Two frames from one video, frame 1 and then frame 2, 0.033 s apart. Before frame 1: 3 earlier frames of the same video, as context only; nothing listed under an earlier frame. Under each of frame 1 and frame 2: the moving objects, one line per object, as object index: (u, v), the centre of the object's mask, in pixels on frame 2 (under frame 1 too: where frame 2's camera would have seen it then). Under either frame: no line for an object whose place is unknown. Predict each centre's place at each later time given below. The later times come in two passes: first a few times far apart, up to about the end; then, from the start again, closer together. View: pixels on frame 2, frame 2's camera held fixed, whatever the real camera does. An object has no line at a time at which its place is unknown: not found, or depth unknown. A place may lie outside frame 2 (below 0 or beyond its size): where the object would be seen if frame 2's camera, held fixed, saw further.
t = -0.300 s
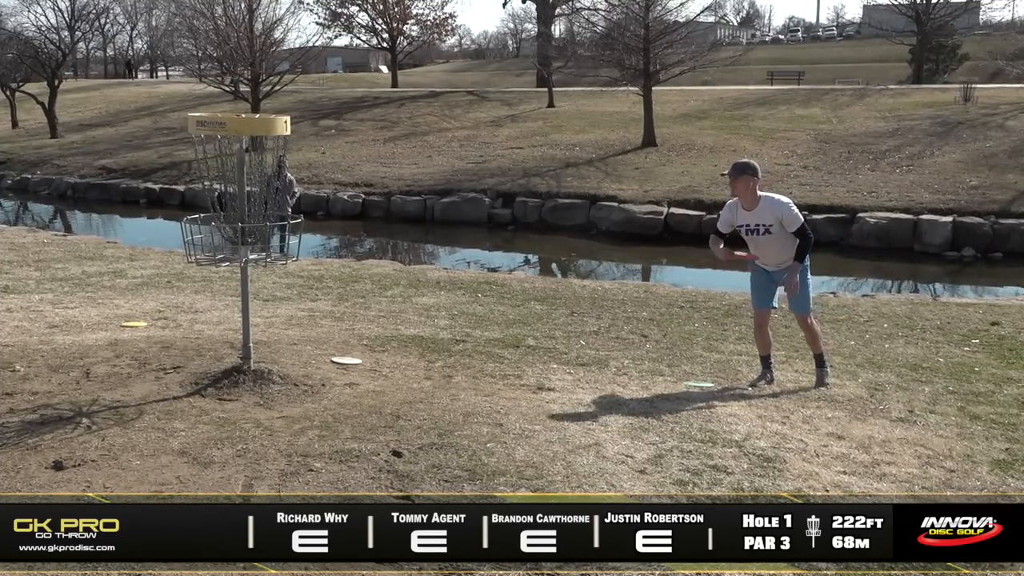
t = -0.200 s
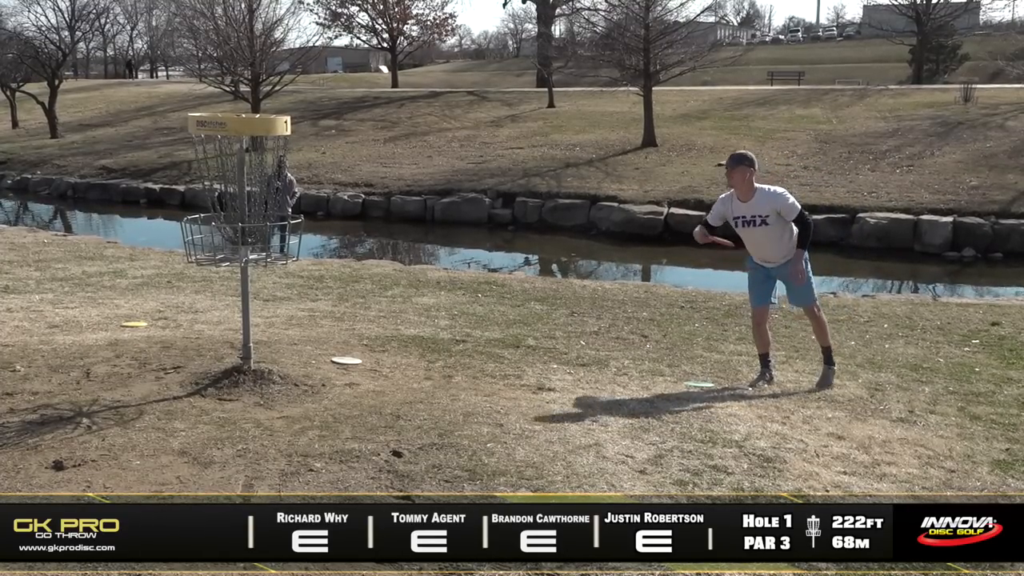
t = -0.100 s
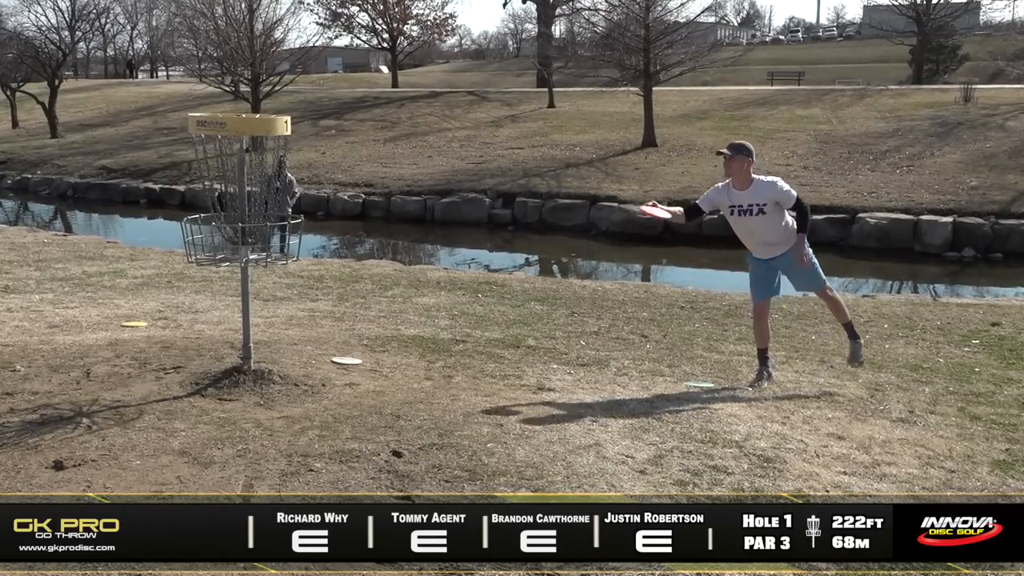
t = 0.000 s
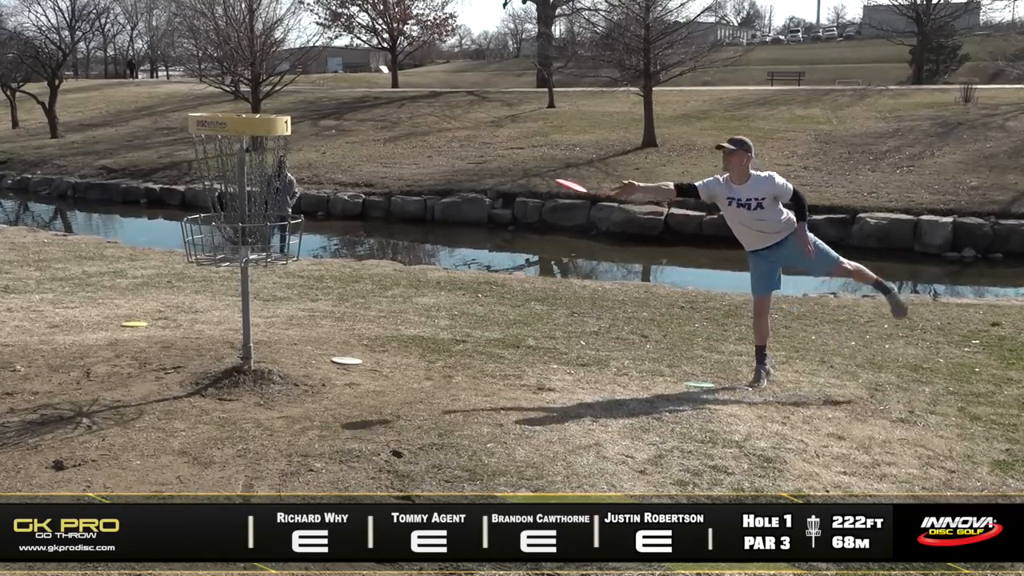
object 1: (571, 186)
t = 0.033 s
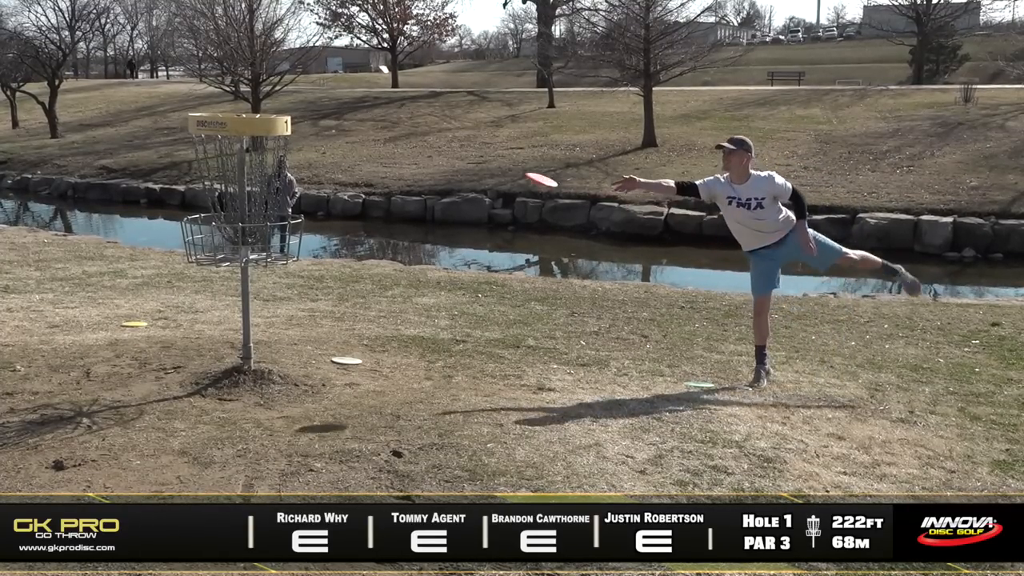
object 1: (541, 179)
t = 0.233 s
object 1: (361, 172)
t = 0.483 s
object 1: (250, 205)
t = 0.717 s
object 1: (257, 236)
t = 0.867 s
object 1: (264, 244)
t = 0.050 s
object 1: (527, 177)
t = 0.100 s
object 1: (483, 172)
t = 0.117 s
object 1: (468, 171)
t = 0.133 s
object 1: (452, 170)
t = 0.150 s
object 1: (438, 170)
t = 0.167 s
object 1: (422, 170)
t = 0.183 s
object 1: (407, 170)
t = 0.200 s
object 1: (392, 170)
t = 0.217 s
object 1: (376, 171)
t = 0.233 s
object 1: (361, 172)
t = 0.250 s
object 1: (345, 173)
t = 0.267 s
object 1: (330, 175)
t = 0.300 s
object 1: (299, 179)
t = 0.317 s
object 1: (288, 181)
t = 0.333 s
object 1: (278, 184)
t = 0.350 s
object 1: (271, 186)
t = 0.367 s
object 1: (264, 189)
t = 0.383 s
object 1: (260, 191)
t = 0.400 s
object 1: (257, 193)
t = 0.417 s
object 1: (255, 195)
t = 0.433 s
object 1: (253, 198)
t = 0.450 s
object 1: (251, 201)
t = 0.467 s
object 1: (250, 203)
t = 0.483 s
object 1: (250, 205)
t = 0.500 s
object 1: (249, 207)
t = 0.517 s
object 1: (248, 208)
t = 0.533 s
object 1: (249, 214)
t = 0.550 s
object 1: (249, 216)
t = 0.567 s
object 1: (249, 220)
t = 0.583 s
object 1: (249, 222)
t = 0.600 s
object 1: (249, 224)
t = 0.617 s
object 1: (250, 225)
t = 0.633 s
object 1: (251, 226)
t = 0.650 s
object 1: (251, 228)
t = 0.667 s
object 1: (253, 231)
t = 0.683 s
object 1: (255, 232)
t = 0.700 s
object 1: (256, 234)
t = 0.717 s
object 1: (257, 236)
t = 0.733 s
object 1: (259, 240)
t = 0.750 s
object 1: (260, 242)
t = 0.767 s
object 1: (262, 242)
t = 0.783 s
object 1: (263, 242)
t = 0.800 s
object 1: (264, 242)
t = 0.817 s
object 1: (265, 242)
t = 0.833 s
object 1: (265, 242)
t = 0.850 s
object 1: (264, 243)
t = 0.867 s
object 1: (264, 244)
